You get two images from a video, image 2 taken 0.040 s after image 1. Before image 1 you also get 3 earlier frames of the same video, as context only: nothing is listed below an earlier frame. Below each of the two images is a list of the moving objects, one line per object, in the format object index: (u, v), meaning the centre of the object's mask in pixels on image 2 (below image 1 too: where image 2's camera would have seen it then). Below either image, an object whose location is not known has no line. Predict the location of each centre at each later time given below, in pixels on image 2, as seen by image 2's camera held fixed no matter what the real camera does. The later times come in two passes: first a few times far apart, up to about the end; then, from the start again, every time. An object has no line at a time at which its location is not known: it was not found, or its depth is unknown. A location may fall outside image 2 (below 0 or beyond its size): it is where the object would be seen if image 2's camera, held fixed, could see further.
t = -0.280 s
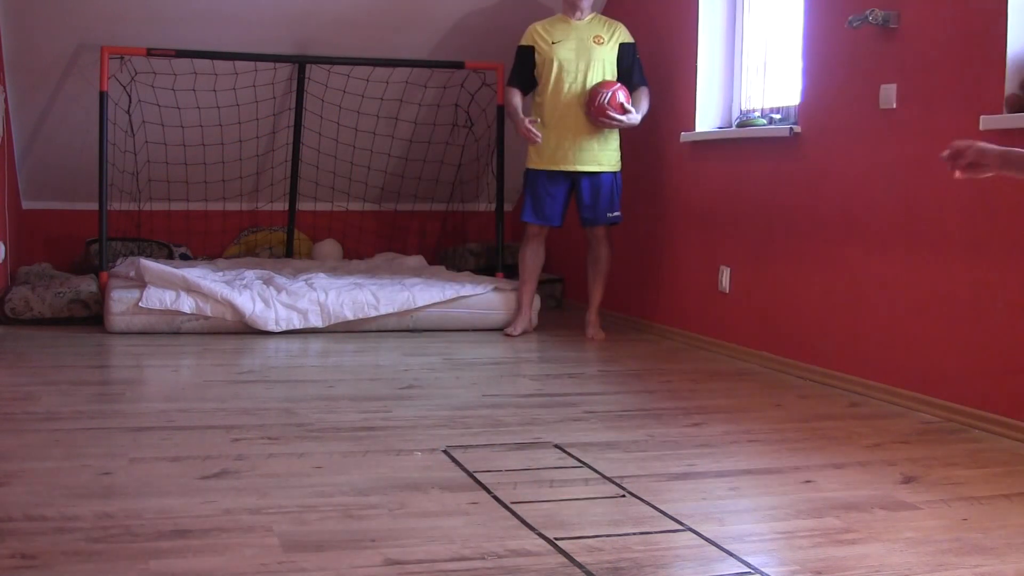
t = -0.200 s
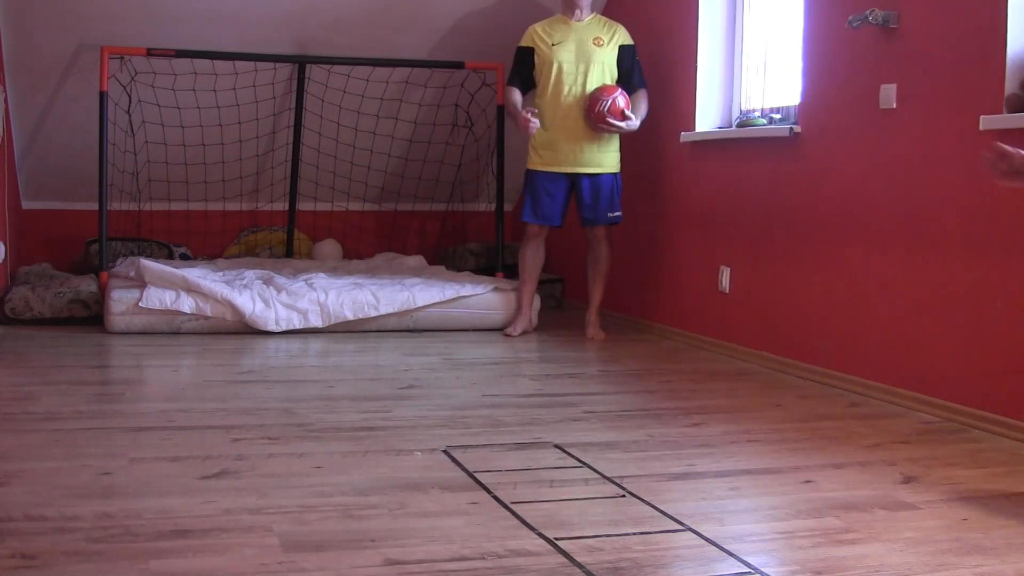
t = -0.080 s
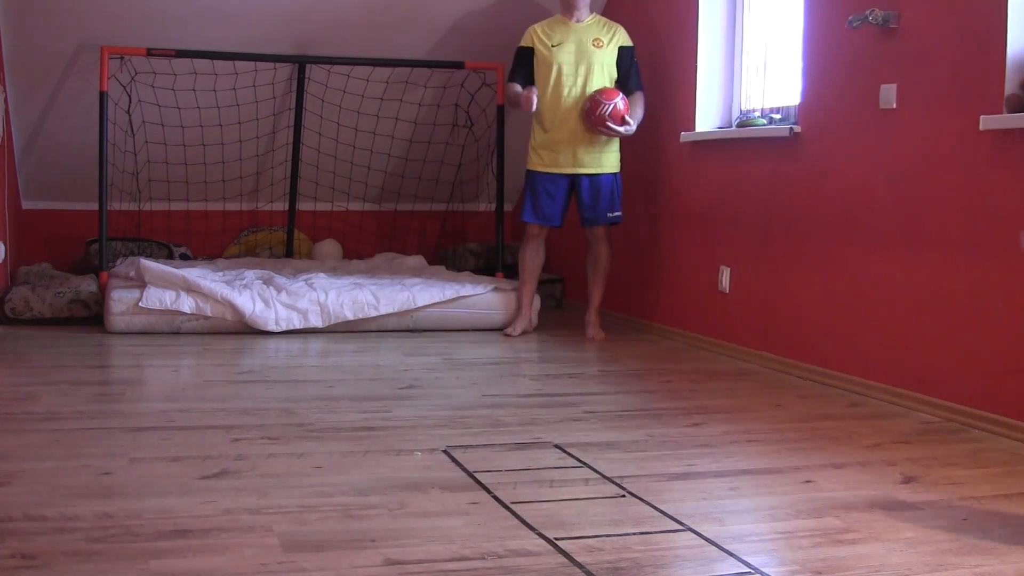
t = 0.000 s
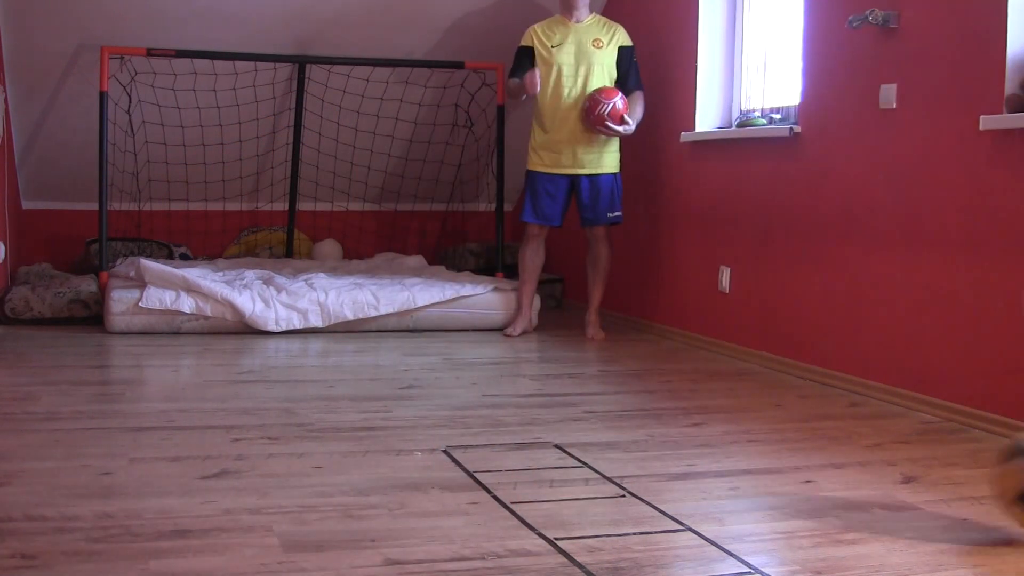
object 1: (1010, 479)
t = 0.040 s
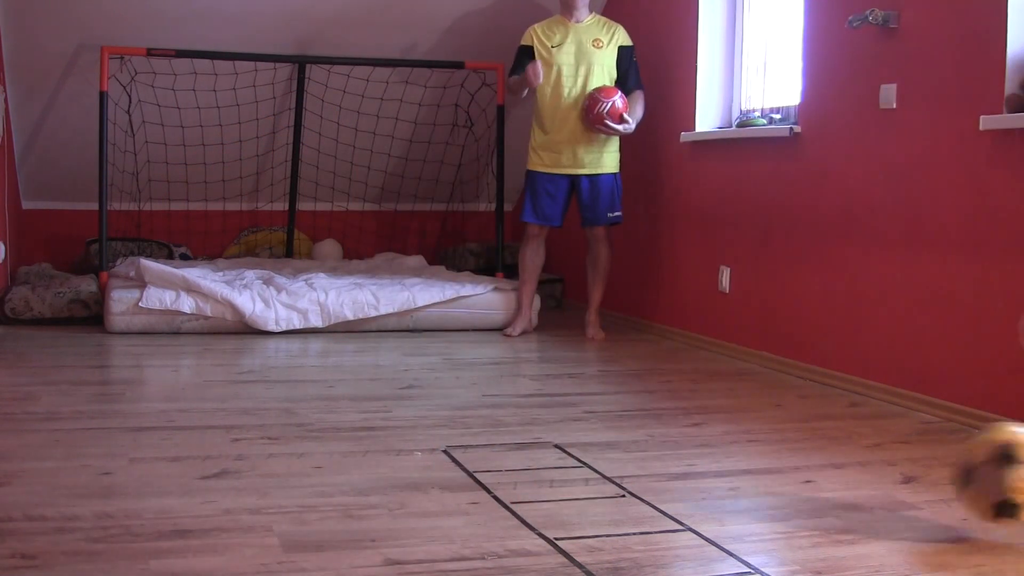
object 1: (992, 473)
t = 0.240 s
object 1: (815, 476)
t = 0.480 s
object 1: (582, 473)
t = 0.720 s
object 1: (363, 461)
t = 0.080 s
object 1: (970, 473)
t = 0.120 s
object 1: (931, 481)
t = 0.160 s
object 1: (892, 491)
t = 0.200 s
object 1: (853, 477)
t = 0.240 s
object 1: (815, 476)
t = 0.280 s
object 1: (776, 479)
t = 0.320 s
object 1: (734, 482)
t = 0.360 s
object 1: (697, 475)
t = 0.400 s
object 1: (659, 475)
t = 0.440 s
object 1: (619, 477)
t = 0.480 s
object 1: (582, 473)
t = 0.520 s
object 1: (544, 474)
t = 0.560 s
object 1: (506, 469)
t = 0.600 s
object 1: (469, 468)
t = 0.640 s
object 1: (431, 465)
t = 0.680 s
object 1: (398, 465)
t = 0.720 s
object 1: (363, 461)
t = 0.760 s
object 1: (328, 460)
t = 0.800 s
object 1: (294, 456)
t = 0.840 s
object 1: (260, 455)
